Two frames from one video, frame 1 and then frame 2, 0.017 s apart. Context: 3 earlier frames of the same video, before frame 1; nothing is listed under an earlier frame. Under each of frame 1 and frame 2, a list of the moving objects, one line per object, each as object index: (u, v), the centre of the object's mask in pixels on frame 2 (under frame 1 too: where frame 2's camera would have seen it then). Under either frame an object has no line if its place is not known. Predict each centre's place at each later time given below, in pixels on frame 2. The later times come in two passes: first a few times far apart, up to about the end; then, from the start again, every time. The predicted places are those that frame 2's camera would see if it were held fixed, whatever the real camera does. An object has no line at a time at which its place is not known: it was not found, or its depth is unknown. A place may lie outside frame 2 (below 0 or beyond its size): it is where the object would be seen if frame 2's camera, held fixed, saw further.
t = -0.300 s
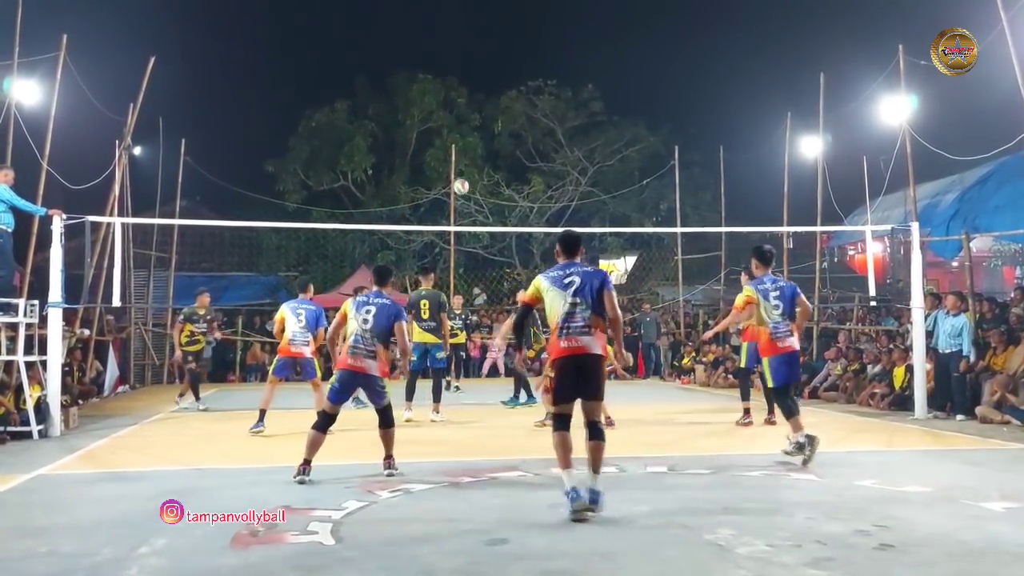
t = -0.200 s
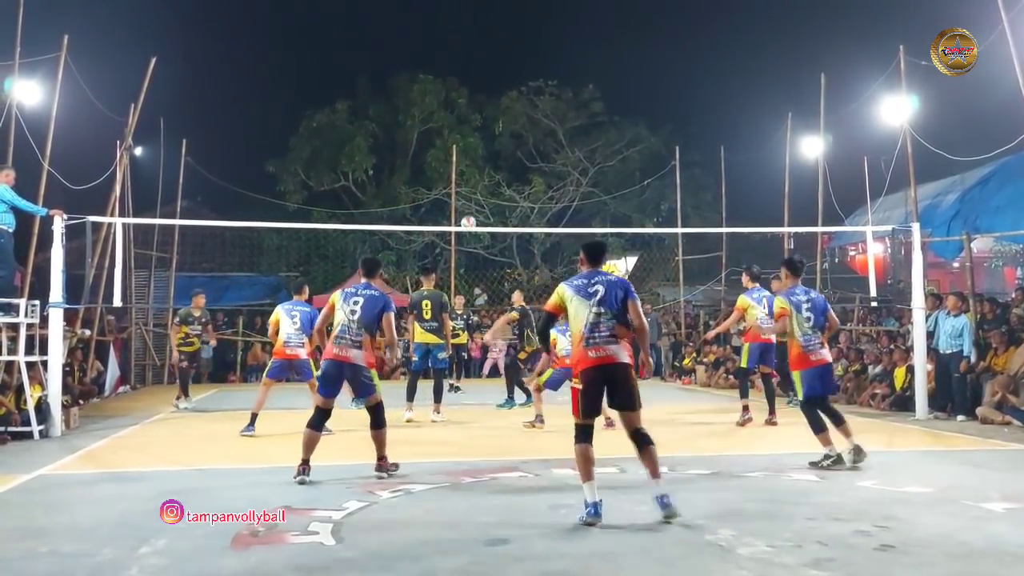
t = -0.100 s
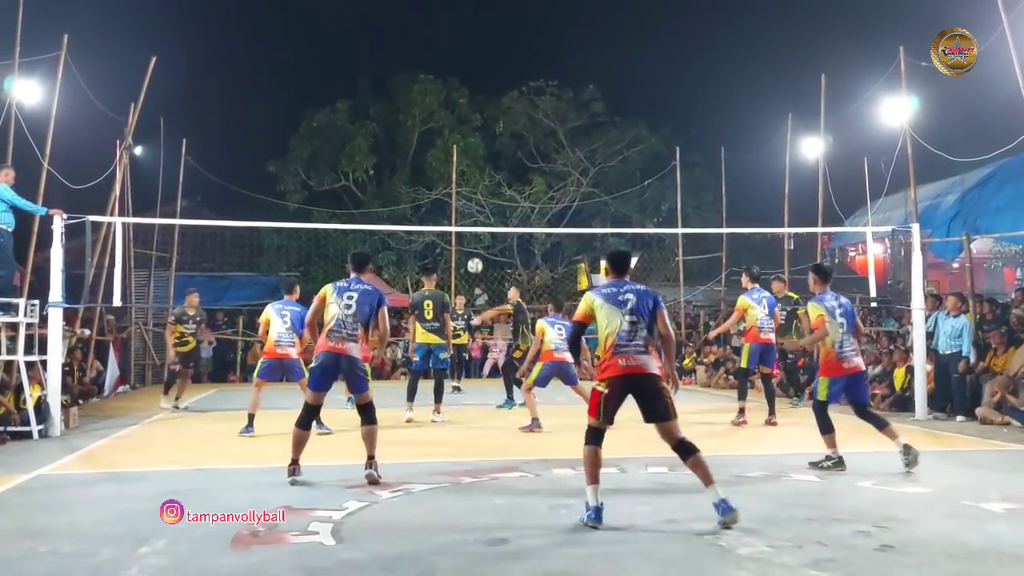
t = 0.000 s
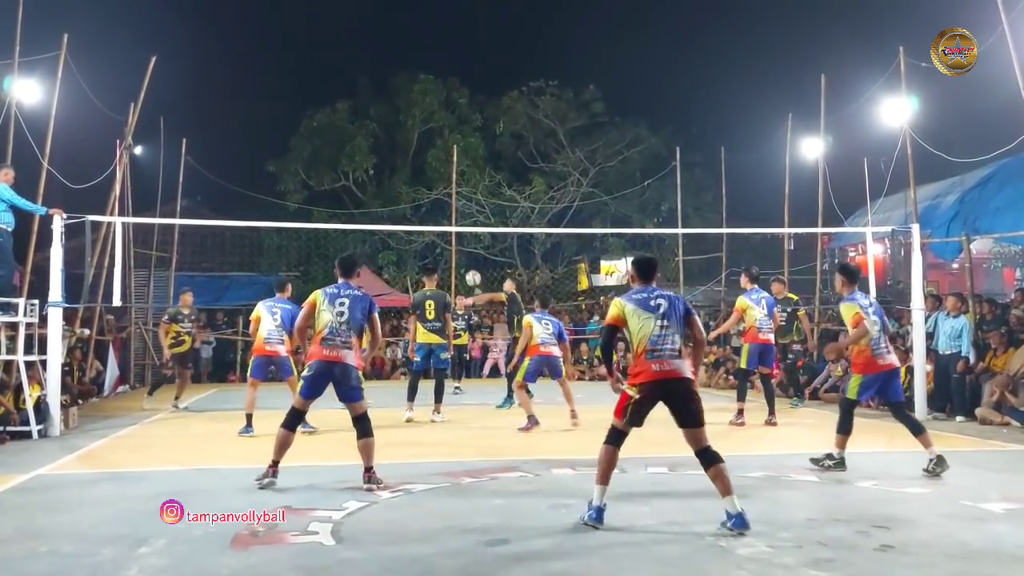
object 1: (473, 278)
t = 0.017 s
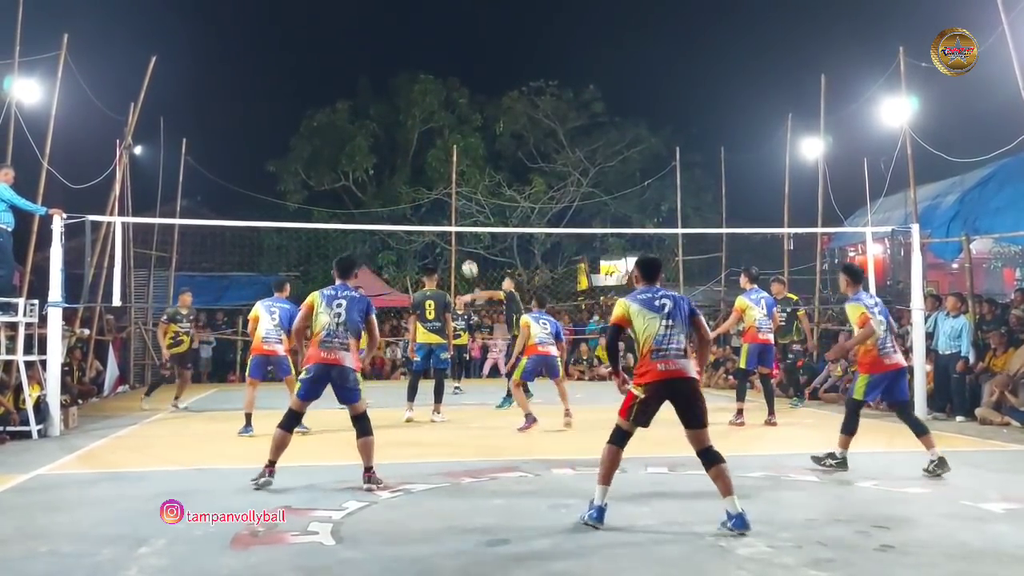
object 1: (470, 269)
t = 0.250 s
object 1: (429, 156)
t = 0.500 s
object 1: (384, 74)
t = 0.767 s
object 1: (335, 34)
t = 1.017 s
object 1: (288, 44)
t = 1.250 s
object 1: (243, 97)
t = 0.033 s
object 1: (467, 261)
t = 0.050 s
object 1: (464, 250)
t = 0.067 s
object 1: (461, 242)
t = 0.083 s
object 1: (459, 236)
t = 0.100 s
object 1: (456, 222)
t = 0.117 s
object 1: (453, 217)
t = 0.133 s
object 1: (450, 209)
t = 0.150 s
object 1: (447, 199)
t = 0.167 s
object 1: (444, 193)
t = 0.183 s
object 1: (441, 185)
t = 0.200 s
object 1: (438, 177)
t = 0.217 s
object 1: (435, 171)
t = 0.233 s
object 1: (432, 163)
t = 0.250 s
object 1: (429, 156)
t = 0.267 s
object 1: (426, 150)
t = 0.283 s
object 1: (423, 142)
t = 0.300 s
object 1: (420, 136)
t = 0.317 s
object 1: (418, 131)
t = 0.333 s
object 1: (414, 123)
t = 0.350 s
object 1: (411, 118)
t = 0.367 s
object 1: (409, 113)
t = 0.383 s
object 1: (405, 106)
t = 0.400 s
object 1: (402, 101)
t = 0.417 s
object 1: (399, 97)
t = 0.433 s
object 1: (396, 91)
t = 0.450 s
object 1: (393, 87)
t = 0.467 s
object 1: (390, 82)
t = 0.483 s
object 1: (386, 77)
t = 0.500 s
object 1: (384, 74)
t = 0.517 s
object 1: (381, 70)
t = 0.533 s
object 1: (377, 66)
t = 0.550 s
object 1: (375, 63)
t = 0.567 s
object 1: (372, 59)
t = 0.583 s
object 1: (368, 56)
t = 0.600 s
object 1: (366, 53)
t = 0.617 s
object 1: (362, 50)
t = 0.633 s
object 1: (359, 47)
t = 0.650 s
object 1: (357, 46)
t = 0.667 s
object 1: (353, 43)
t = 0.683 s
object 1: (350, 41)
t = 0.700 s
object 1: (347, 39)
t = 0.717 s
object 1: (344, 38)
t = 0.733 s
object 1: (341, 36)
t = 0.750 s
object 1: (338, 35)
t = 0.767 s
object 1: (335, 34)
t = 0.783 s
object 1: (331, 33)
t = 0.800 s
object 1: (329, 33)
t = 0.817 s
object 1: (326, 32)
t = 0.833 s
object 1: (322, 32)
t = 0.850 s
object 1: (319, 32)
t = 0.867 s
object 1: (316, 32)
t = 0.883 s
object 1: (313, 33)
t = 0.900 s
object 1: (310, 33)
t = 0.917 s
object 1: (307, 34)
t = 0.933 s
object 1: (303, 35)
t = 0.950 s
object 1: (301, 36)
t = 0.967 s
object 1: (298, 38)
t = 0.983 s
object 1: (294, 40)
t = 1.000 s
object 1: (291, 41)
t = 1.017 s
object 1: (288, 44)
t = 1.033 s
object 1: (285, 46)
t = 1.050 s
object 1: (282, 49)
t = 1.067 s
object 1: (279, 52)
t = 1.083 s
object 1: (275, 55)
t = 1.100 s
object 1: (272, 58)
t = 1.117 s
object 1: (269, 61)
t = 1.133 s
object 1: (265, 66)
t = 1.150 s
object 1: (263, 69)
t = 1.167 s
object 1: (259, 73)
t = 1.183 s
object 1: (256, 78)
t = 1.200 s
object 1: (253, 82)
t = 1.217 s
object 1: (250, 87)
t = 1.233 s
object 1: (246, 93)
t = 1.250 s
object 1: (243, 97)
